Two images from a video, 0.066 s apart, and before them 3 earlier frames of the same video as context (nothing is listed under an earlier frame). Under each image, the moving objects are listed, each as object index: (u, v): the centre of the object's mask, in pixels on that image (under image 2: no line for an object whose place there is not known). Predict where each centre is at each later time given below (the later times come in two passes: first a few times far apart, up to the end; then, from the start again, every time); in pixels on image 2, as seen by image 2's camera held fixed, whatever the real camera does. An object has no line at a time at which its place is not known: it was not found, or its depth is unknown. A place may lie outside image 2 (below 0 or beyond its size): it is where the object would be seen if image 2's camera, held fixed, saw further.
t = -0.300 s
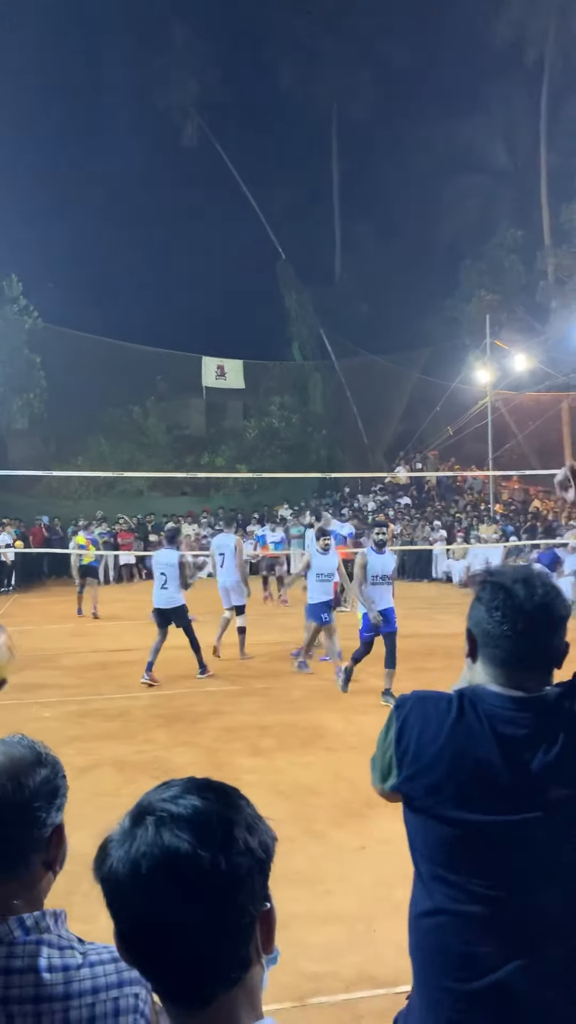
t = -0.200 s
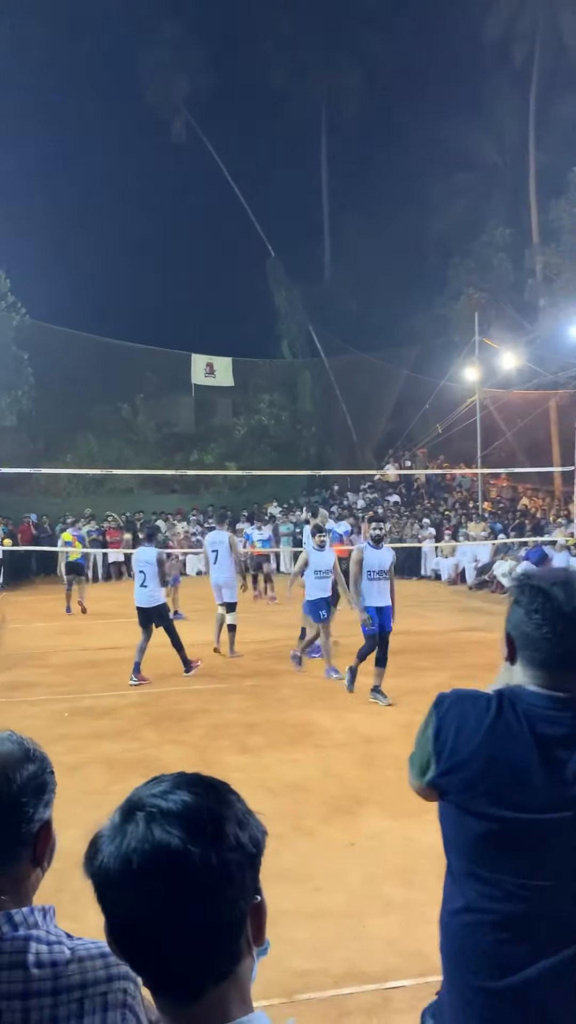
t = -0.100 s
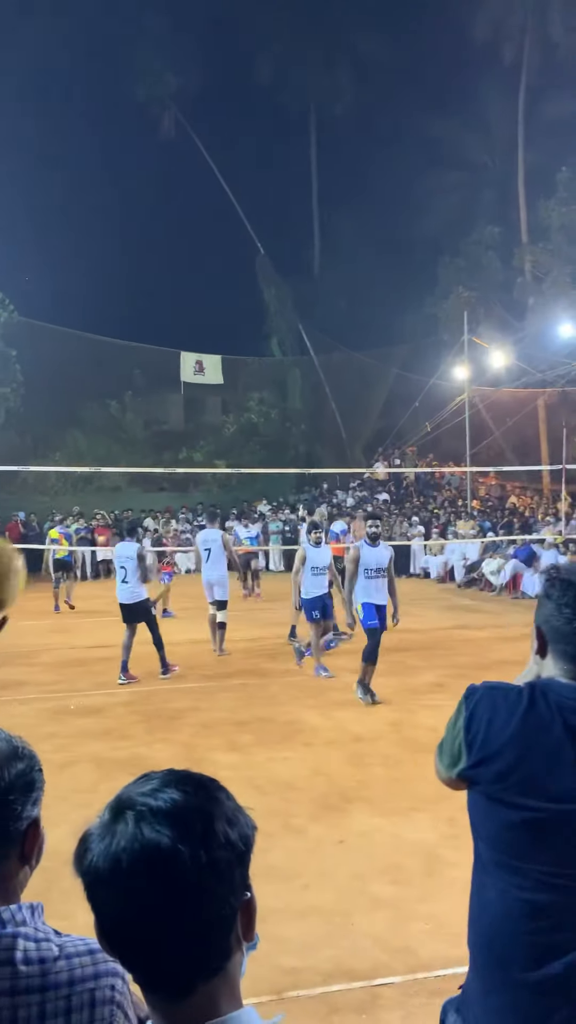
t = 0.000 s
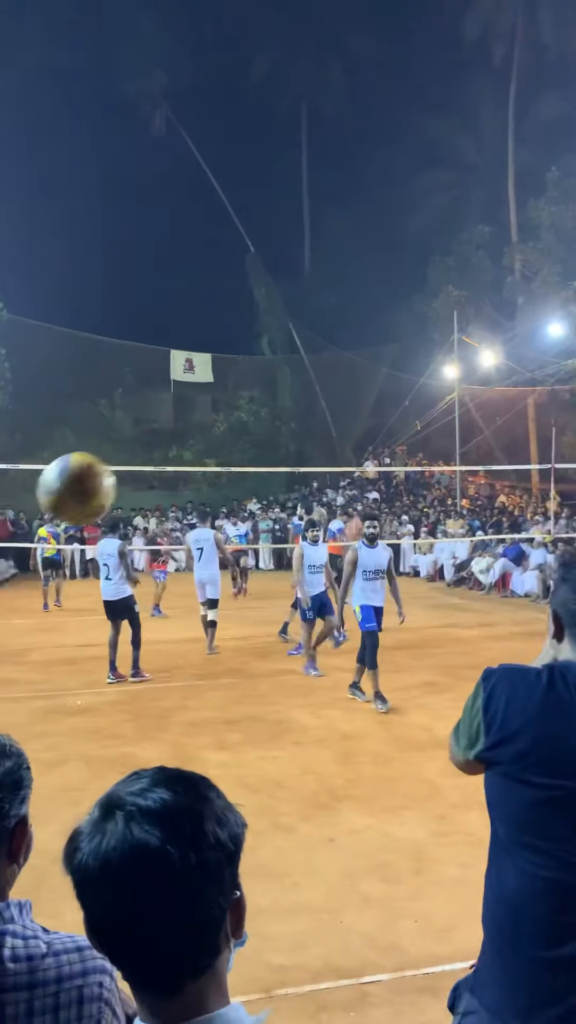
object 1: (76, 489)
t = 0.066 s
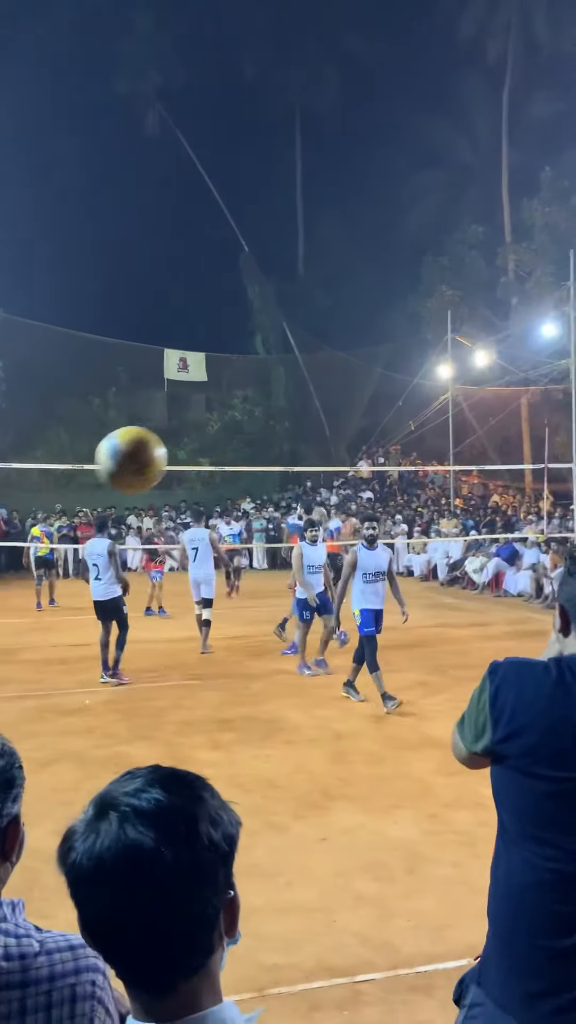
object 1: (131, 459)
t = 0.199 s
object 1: (226, 451)
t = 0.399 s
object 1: (329, 516)
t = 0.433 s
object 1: (343, 533)
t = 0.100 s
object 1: (157, 453)
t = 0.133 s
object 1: (182, 449)
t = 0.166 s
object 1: (206, 449)
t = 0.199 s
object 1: (226, 451)
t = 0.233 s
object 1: (246, 457)
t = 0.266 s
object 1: (265, 465)
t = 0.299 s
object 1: (283, 475)
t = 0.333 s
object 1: (299, 487)
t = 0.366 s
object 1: (314, 501)
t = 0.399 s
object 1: (329, 516)
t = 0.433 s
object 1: (343, 533)
